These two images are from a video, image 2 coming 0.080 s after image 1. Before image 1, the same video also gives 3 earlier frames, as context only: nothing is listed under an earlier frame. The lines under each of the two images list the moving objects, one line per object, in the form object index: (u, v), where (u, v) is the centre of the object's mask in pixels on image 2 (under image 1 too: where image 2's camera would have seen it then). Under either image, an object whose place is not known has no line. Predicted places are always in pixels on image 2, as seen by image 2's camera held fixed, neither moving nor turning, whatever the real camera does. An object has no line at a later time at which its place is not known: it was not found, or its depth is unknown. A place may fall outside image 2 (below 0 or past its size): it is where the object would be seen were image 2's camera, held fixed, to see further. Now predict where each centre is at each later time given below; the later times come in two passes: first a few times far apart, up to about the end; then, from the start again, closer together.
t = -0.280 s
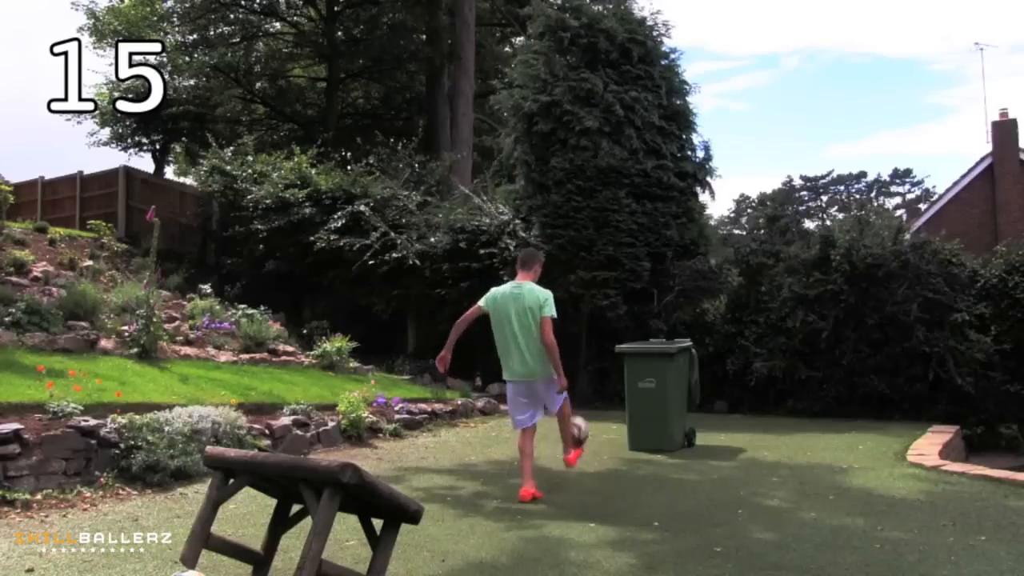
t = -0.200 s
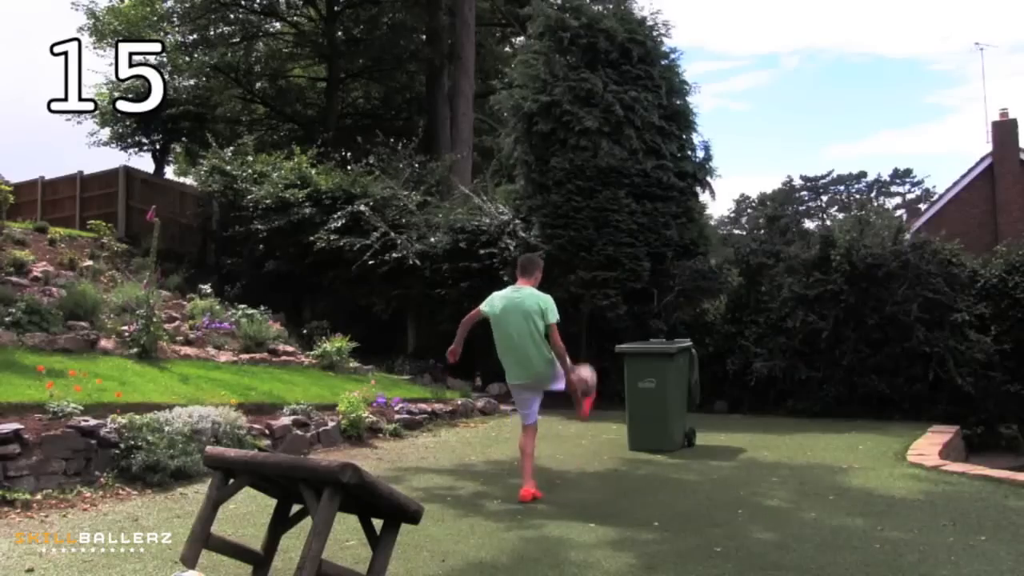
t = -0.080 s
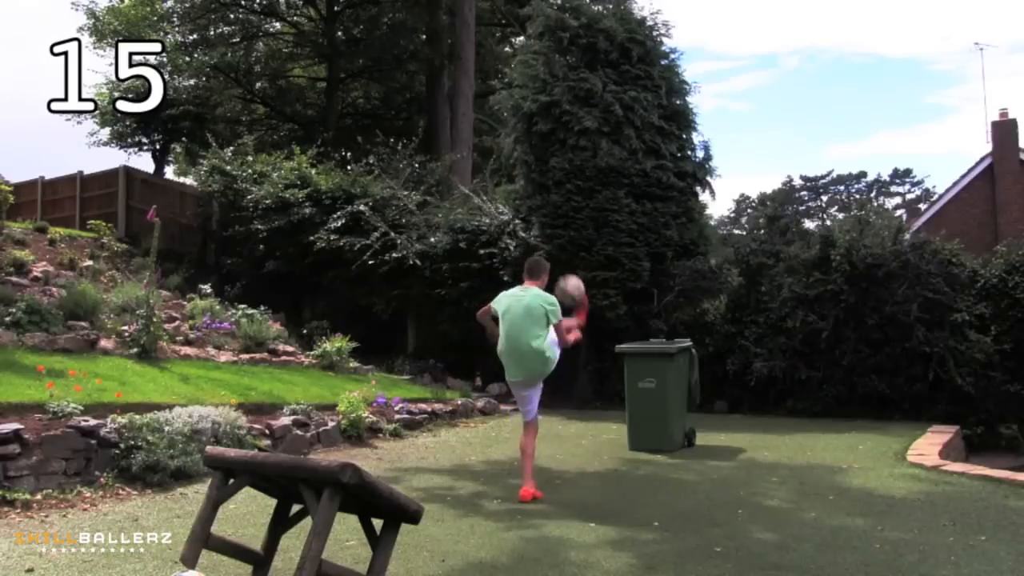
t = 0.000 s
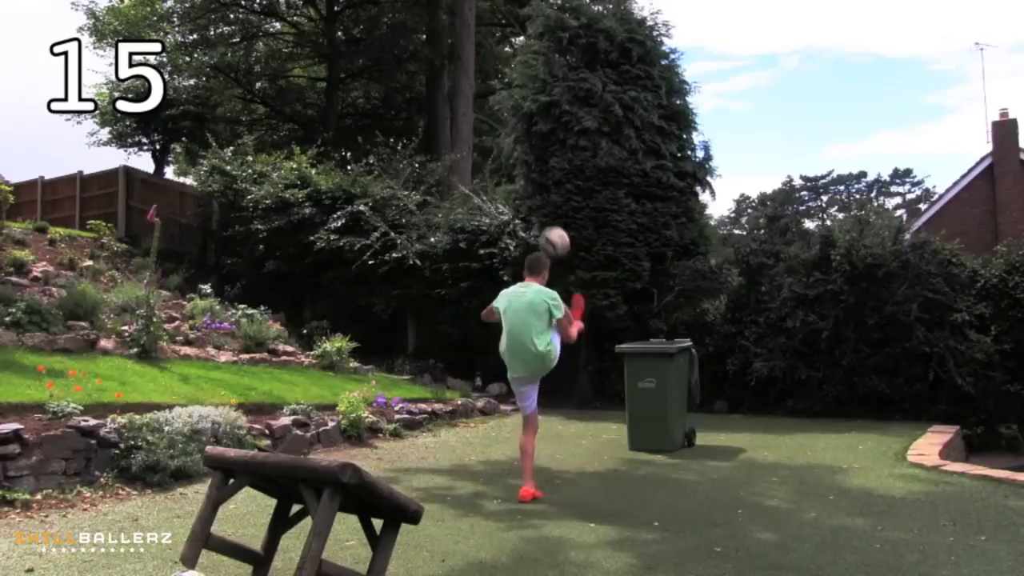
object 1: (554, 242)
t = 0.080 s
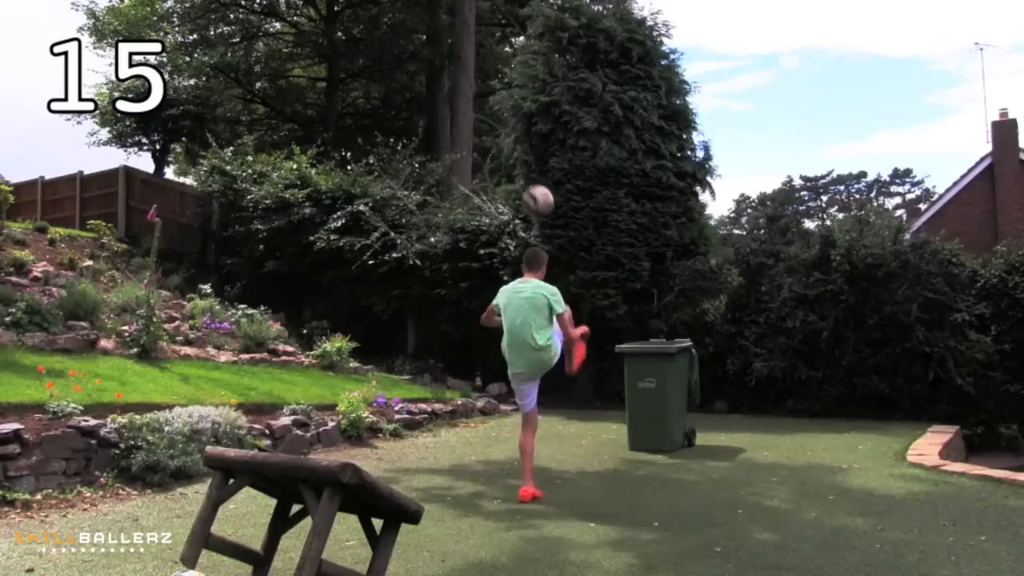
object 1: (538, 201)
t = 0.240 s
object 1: (504, 137)
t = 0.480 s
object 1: (444, 107)
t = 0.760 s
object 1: (359, 196)
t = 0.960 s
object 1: (279, 384)
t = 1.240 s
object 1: (342, 295)
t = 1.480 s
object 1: (407, 273)
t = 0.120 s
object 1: (530, 181)
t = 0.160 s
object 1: (521, 164)
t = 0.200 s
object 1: (513, 150)
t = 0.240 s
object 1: (504, 137)
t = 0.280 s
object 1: (493, 128)
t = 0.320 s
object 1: (486, 118)
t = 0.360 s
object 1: (476, 111)
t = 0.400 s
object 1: (464, 108)
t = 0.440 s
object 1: (454, 106)
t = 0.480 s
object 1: (444, 107)
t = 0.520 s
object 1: (433, 111)
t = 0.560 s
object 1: (422, 116)
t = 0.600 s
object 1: (410, 125)
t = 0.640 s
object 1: (398, 136)
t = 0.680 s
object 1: (386, 152)
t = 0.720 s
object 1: (373, 171)
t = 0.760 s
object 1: (359, 196)
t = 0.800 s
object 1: (344, 223)
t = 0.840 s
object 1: (328, 257)
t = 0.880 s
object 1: (312, 294)
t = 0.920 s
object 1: (297, 334)
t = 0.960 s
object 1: (279, 384)
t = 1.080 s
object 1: (290, 379)
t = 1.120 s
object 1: (304, 350)
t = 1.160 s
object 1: (317, 328)
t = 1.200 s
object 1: (329, 311)
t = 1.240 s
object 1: (342, 295)
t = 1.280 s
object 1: (354, 284)
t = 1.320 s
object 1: (366, 275)
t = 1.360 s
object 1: (377, 271)
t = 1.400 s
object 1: (387, 269)
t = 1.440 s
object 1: (398, 269)
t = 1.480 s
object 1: (407, 273)
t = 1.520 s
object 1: (417, 279)
